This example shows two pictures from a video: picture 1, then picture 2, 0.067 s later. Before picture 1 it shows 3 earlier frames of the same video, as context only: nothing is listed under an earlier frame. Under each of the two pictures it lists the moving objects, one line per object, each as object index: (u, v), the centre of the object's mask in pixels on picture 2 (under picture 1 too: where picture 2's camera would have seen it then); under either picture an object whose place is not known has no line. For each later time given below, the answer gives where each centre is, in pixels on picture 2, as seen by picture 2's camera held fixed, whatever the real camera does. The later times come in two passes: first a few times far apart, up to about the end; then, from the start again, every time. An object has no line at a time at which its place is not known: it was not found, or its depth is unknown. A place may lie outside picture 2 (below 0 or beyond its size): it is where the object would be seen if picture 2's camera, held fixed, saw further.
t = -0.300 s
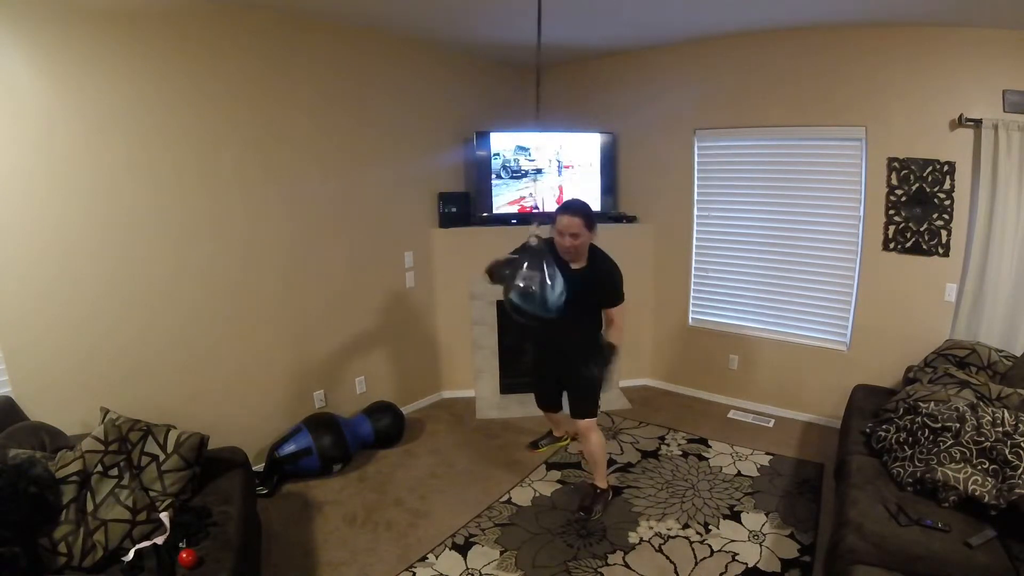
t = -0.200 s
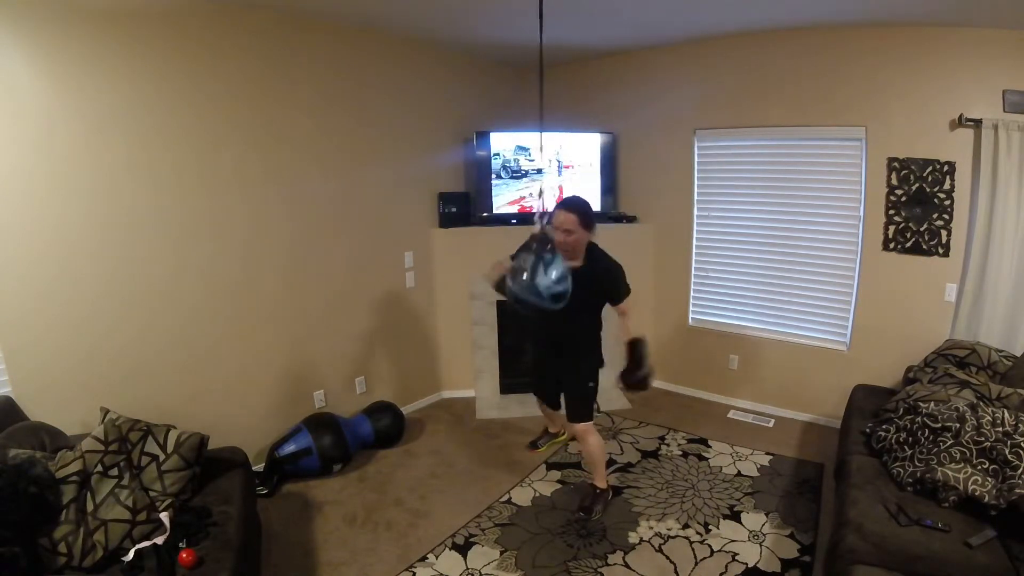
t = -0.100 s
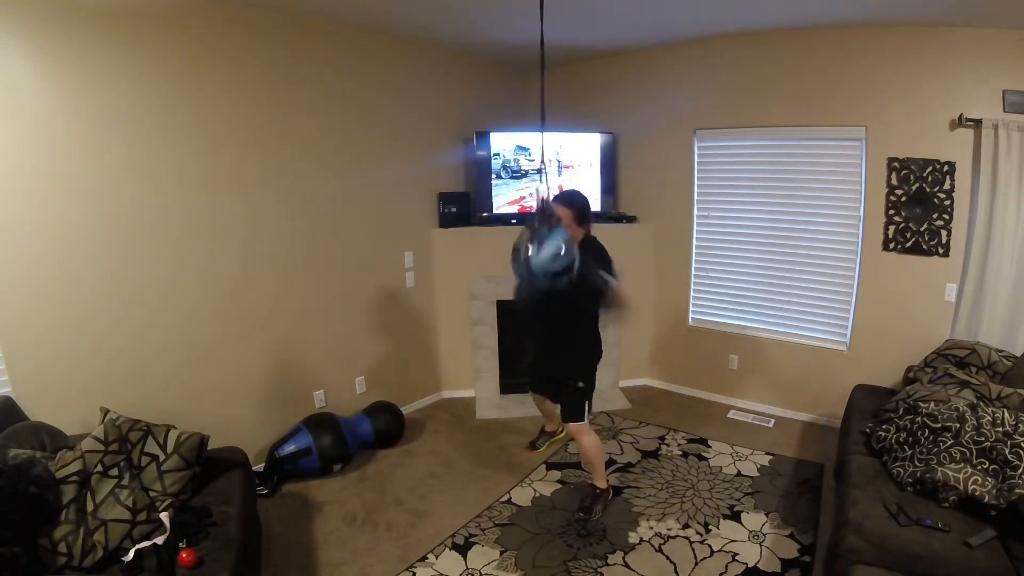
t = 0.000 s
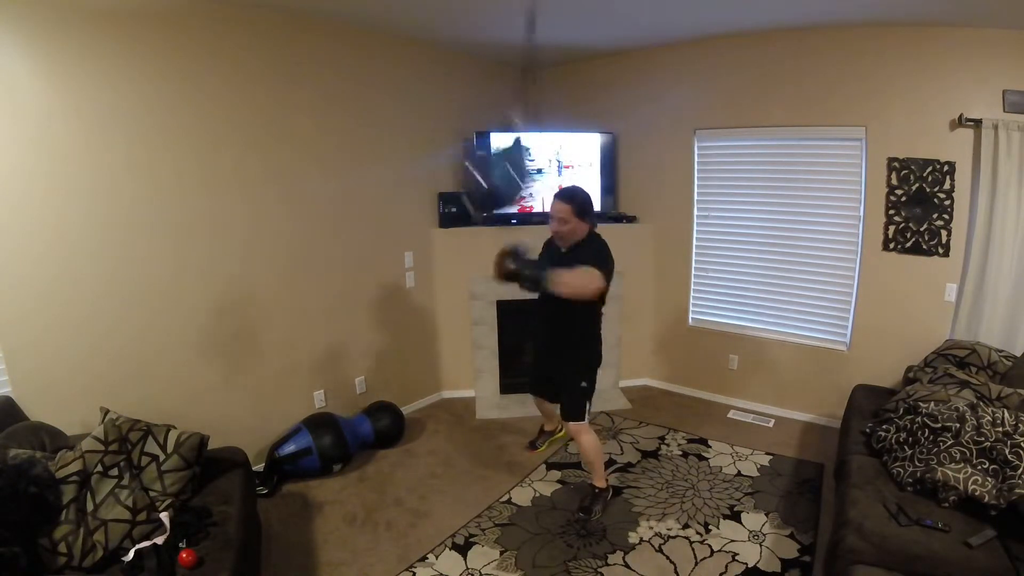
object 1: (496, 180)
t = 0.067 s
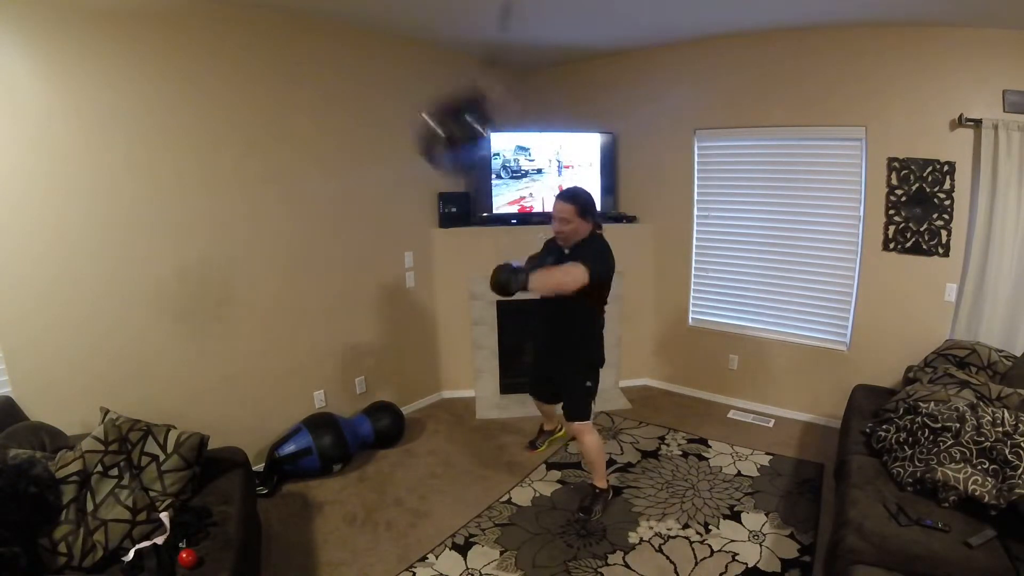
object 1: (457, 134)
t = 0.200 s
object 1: (370, 74)
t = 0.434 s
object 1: (240, 85)
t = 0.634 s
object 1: (266, 145)
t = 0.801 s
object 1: (382, 192)
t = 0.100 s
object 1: (437, 116)
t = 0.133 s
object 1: (416, 99)
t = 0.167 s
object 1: (393, 86)
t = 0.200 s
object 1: (370, 74)
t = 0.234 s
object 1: (345, 68)
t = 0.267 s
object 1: (322, 64)
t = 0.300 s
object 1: (302, 63)
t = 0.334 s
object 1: (285, 63)
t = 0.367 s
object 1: (267, 69)
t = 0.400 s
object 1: (251, 76)
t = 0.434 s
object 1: (240, 85)
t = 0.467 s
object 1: (230, 96)
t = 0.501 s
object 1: (229, 105)
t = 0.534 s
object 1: (233, 115)
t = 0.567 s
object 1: (241, 125)
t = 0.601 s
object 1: (251, 135)
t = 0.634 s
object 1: (266, 145)
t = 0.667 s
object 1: (285, 155)
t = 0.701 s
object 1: (305, 165)
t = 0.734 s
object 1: (330, 173)
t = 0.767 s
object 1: (355, 184)
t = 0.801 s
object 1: (382, 192)
